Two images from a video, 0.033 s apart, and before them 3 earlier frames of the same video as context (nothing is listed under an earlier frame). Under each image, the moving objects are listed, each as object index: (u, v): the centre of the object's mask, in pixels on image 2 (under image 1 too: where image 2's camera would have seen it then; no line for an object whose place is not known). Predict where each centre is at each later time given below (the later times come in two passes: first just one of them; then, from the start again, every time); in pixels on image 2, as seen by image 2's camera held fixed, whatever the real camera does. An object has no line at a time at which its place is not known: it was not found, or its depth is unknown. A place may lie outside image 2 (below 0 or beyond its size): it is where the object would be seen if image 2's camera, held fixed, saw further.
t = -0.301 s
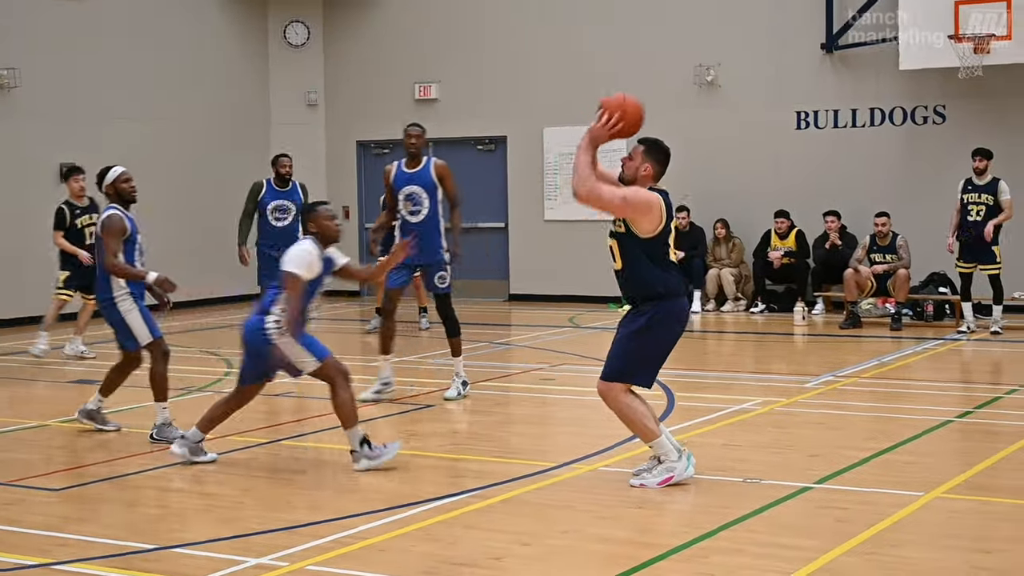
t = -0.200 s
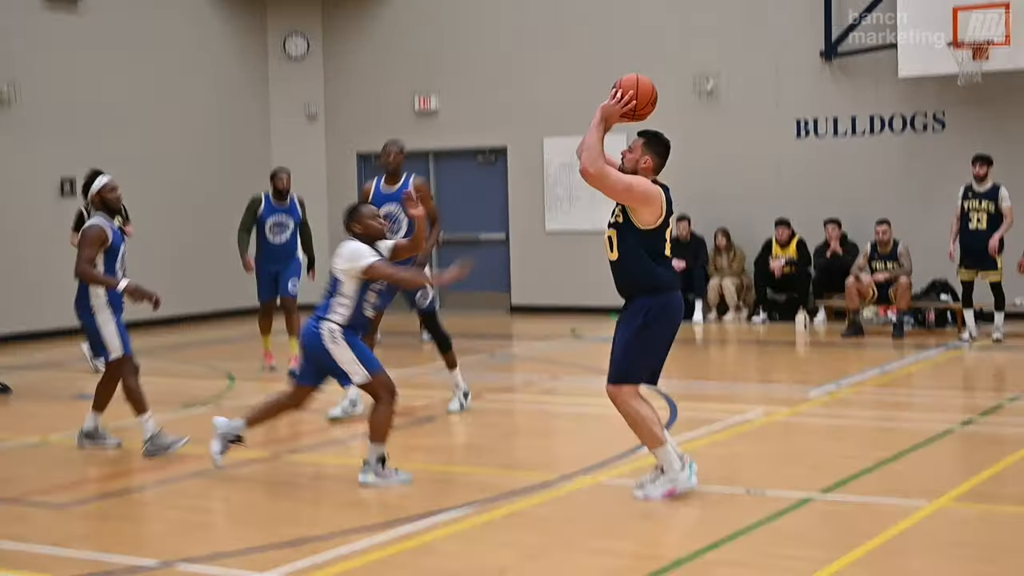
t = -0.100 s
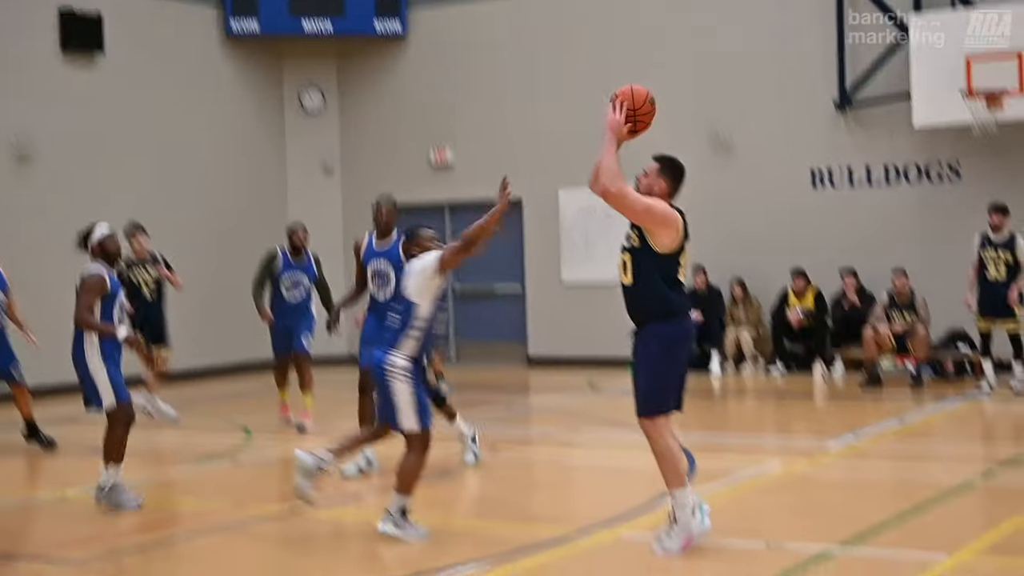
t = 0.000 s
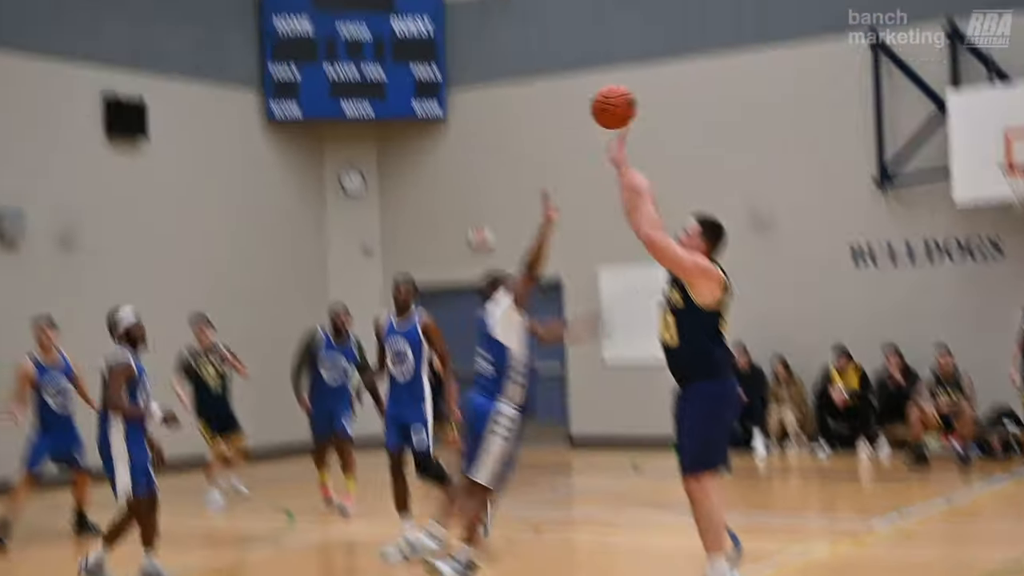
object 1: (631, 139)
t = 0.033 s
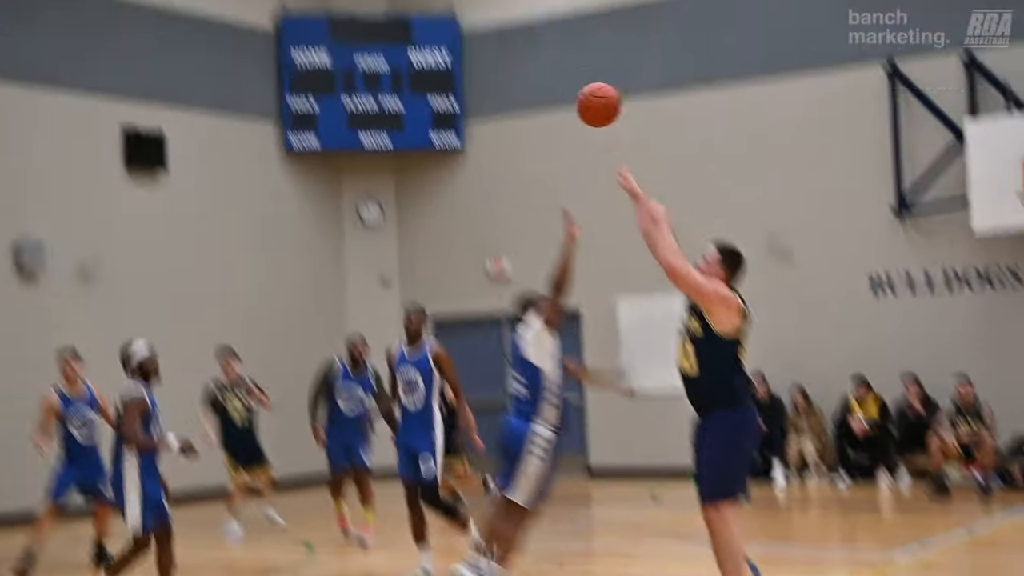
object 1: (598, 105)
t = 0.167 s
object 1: (480, 4)
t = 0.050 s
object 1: (583, 89)
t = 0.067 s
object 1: (568, 75)
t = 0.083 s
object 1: (553, 62)
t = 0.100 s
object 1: (538, 48)
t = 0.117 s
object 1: (523, 37)
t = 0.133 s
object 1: (508, 25)
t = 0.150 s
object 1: (494, 15)
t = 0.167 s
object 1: (480, 4)
